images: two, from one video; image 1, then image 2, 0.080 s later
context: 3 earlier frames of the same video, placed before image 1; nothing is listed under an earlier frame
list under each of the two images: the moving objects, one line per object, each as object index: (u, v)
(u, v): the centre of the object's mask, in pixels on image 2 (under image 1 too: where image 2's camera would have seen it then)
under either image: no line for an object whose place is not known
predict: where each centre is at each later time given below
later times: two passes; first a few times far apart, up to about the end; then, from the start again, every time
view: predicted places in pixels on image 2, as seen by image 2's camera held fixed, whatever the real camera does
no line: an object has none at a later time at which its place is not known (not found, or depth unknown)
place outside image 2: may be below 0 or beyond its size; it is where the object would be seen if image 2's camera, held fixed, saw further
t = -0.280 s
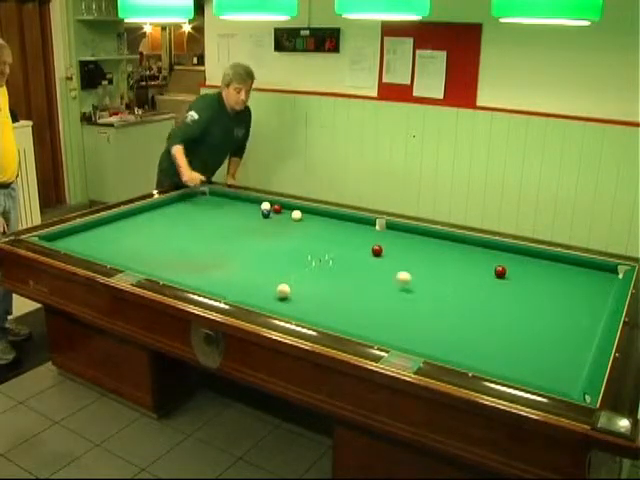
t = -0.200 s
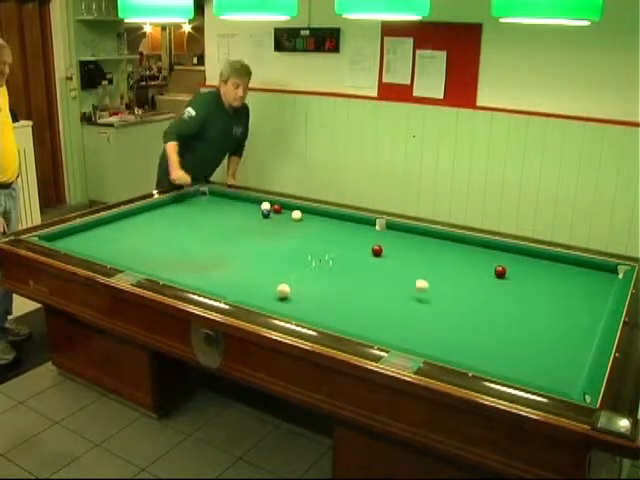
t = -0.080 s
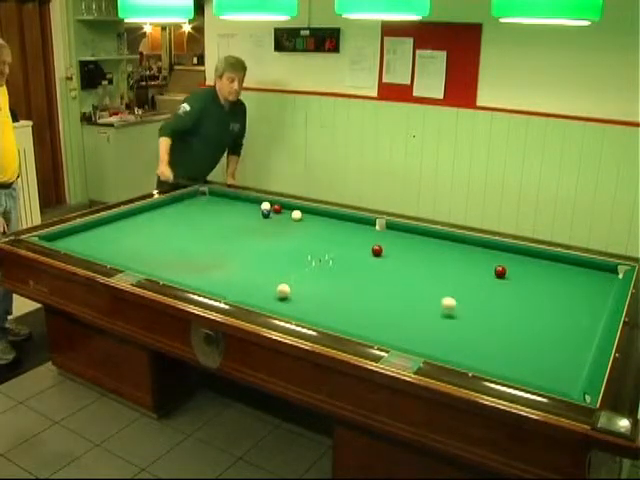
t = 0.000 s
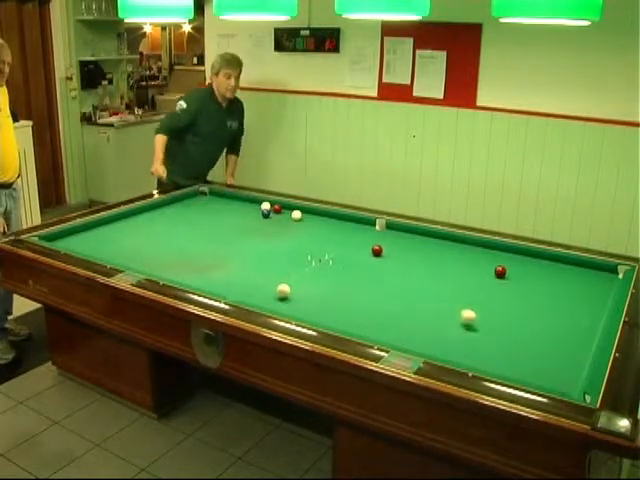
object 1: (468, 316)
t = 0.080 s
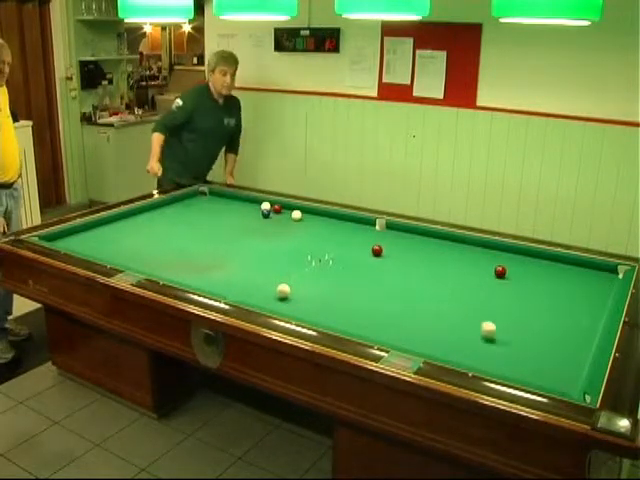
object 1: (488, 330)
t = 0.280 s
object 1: (548, 363)
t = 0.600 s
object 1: (509, 373)
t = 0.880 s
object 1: (460, 353)
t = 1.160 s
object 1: (418, 334)
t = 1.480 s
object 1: (376, 313)
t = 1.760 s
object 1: (345, 298)
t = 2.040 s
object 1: (318, 284)
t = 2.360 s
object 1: (289, 270)
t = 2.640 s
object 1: (267, 260)
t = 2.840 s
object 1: (254, 252)
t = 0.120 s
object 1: (499, 336)
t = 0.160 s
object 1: (511, 343)
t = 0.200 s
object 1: (523, 350)
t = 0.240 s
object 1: (535, 357)
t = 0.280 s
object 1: (548, 363)
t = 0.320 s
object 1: (561, 371)
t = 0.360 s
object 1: (575, 379)
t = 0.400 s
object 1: (567, 380)
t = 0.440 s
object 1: (554, 377)
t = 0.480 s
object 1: (541, 376)
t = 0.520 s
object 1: (529, 375)
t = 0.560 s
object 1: (519, 374)
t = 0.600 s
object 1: (509, 373)
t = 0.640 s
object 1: (501, 370)
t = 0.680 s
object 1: (494, 367)
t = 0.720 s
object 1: (487, 363)
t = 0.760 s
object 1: (480, 361)
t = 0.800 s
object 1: (474, 358)
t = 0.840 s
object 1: (467, 355)
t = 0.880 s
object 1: (460, 353)
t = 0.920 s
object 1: (455, 350)
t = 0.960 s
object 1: (448, 346)
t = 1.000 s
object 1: (442, 345)
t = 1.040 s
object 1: (436, 342)
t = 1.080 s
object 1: (430, 339)
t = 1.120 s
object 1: (424, 336)
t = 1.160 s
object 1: (418, 334)
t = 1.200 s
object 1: (413, 331)
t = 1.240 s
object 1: (407, 328)
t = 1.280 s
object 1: (402, 326)
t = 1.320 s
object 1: (398, 323)
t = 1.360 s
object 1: (392, 321)
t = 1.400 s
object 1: (388, 318)
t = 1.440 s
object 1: (383, 315)
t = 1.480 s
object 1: (376, 313)
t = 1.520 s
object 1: (373, 311)
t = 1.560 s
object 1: (367, 309)
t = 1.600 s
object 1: (362, 307)
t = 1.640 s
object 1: (358, 304)
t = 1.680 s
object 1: (354, 302)
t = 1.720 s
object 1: (349, 300)
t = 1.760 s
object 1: (345, 298)
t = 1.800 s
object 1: (341, 295)
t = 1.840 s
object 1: (336, 294)
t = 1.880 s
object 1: (333, 292)
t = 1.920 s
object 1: (329, 290)
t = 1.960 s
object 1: (325, 288)
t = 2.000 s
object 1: (321, 286)
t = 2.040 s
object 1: (318, 284)
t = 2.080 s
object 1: (313, 282)
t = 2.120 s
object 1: (310, 280)
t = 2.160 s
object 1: (306, 279)
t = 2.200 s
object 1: (303, 277)
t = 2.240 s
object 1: (299, 275)
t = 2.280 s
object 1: (296, 274)
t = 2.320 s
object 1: (293, 272)
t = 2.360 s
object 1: (289, 270)
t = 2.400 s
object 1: (286, 268)
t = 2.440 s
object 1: (284, 267)
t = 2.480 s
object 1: (279, 265)
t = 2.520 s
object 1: (276, 263)
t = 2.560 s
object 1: (273, 262)
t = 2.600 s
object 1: (270, 261)
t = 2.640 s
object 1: (267, 260)
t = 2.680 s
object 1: (264, 257)
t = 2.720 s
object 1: (262, 256)
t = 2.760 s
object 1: (259, 255)
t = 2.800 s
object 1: (256, 253)
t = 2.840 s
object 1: (254, 252)
